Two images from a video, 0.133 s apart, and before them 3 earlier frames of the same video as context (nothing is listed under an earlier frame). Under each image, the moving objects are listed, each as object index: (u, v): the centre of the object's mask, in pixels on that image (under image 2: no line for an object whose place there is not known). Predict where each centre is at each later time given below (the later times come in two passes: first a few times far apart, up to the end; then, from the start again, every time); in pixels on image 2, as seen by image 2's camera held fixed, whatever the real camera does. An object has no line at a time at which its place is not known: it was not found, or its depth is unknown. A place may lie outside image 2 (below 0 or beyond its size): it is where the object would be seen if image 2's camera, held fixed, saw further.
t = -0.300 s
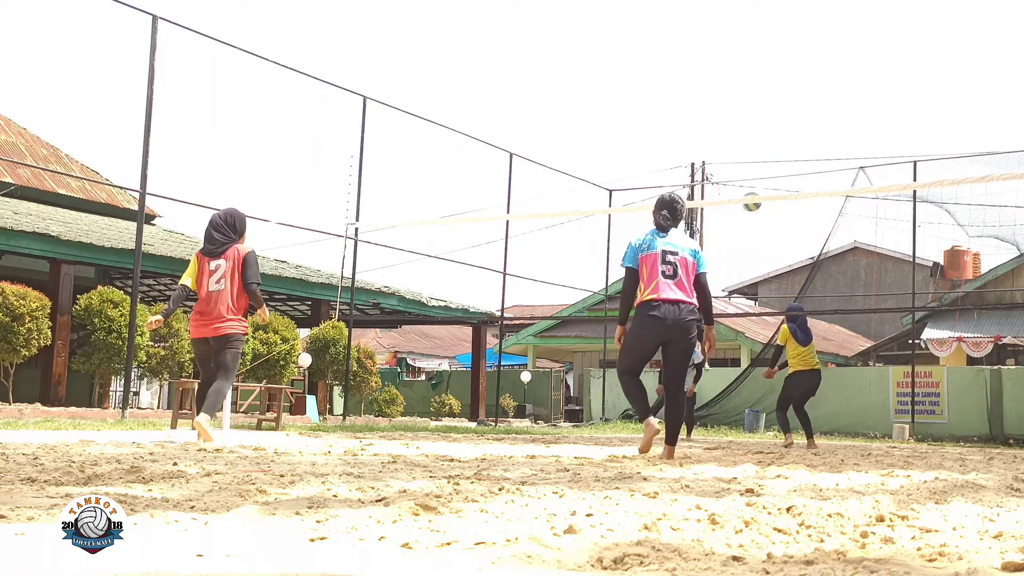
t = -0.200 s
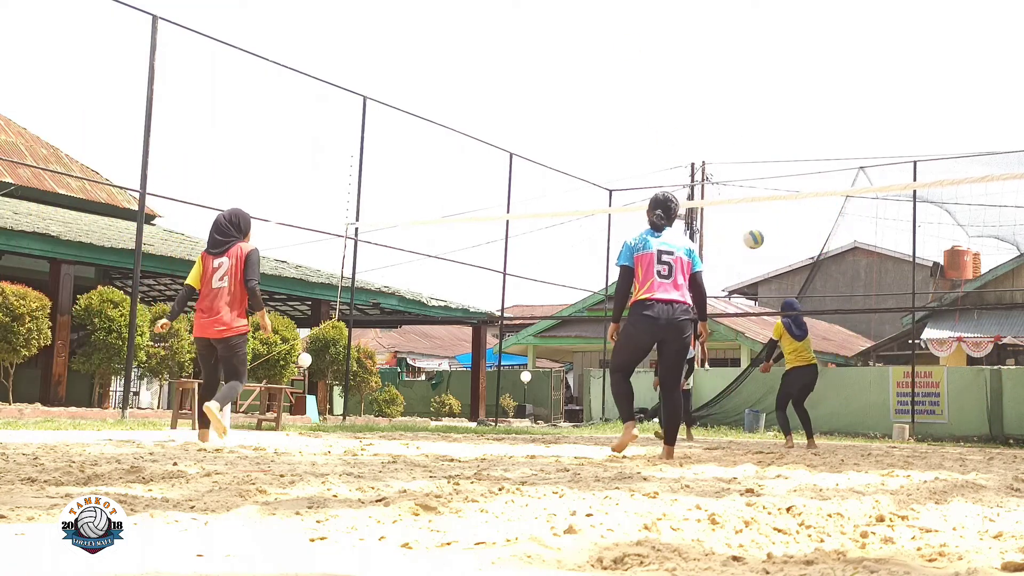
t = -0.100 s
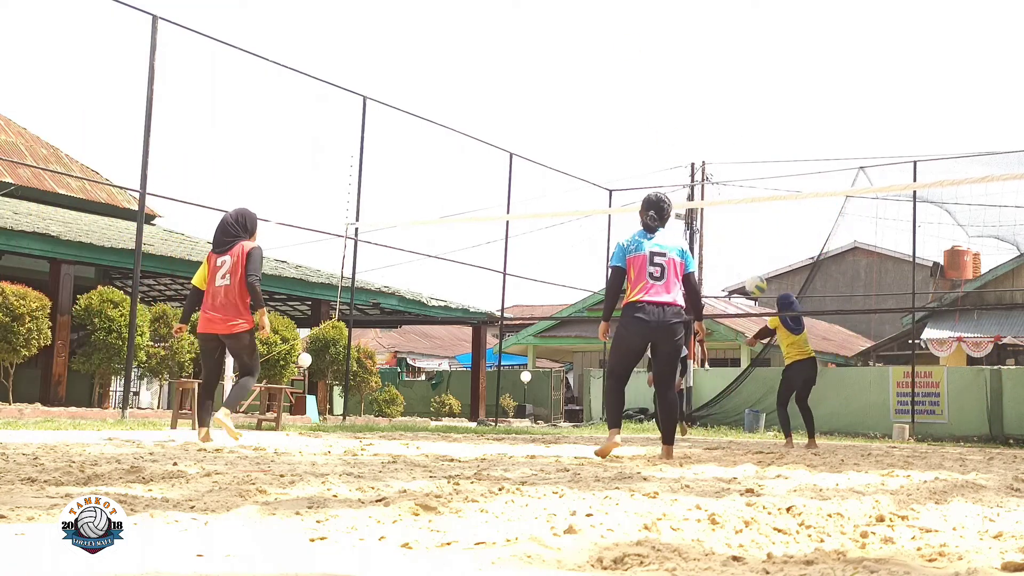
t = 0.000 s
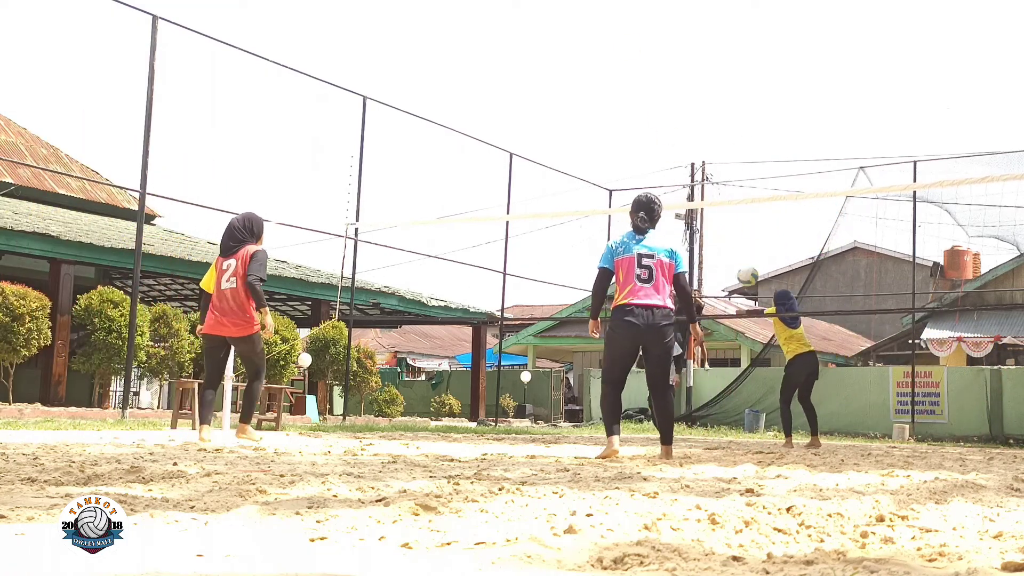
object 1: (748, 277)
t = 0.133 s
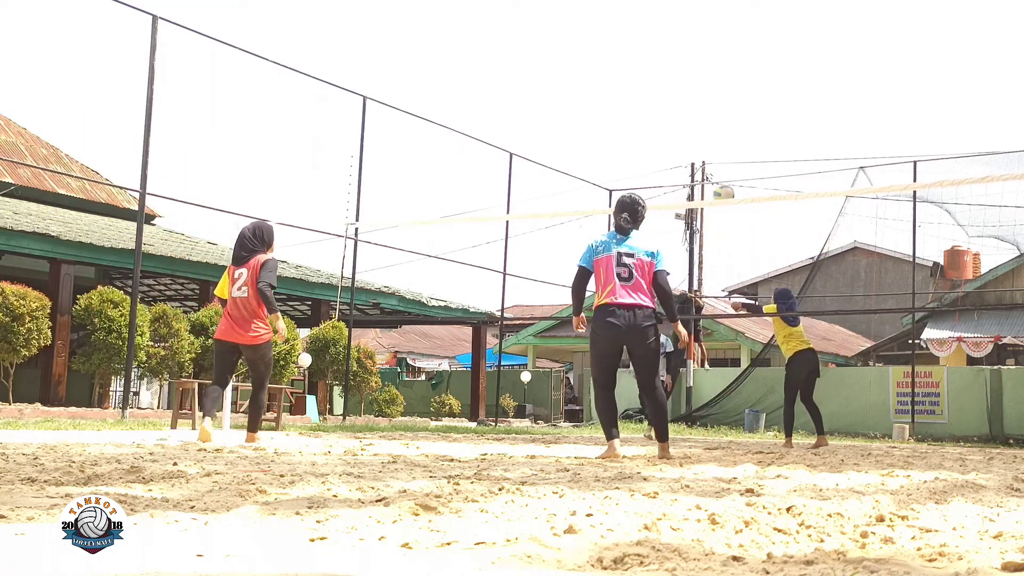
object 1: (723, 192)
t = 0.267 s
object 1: (701, 131)
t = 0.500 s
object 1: (662, 61)
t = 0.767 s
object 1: (620, 41)
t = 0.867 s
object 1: (604, 49)
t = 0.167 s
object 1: (718, 178)
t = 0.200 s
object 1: (712, 161)
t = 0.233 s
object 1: (707, 146)
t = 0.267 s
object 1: (701, 131)
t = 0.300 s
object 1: (696, 118)
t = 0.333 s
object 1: (690, 106)
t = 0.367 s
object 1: (684, 95)
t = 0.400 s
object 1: (678, 86)
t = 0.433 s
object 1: (673, 77)
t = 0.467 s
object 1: (667, 68)
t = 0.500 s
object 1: (662, 61)
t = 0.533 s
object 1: (656, 55)
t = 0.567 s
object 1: (651, 50)
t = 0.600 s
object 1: (646, 45)
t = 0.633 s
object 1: (641, 43)
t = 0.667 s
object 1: (635, 41)
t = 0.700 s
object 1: (630, 40)
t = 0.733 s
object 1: (625, 40)
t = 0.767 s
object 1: (620, 41)
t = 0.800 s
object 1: (615, 44)
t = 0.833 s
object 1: (610, 47)
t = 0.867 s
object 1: (604, 49)
